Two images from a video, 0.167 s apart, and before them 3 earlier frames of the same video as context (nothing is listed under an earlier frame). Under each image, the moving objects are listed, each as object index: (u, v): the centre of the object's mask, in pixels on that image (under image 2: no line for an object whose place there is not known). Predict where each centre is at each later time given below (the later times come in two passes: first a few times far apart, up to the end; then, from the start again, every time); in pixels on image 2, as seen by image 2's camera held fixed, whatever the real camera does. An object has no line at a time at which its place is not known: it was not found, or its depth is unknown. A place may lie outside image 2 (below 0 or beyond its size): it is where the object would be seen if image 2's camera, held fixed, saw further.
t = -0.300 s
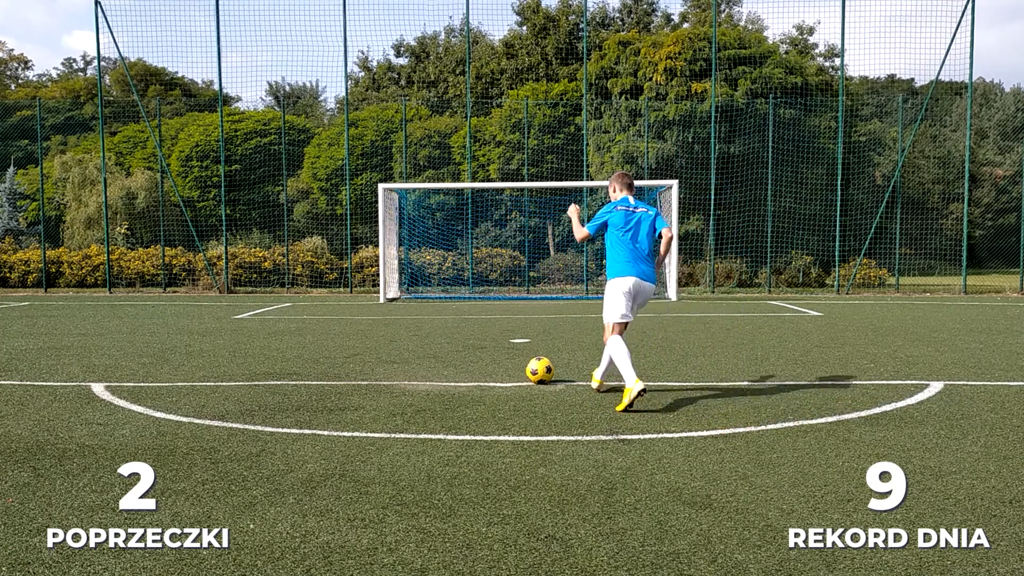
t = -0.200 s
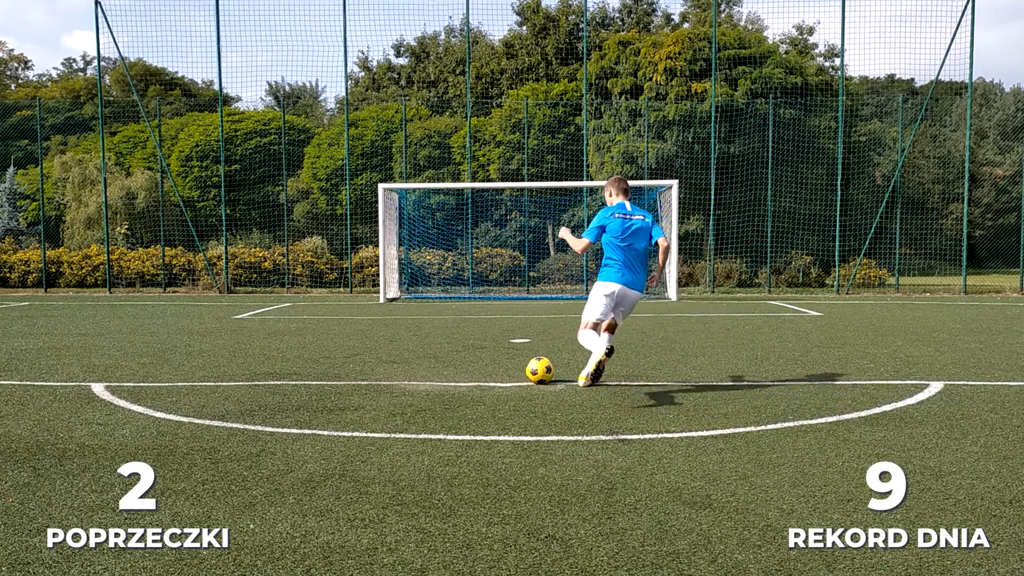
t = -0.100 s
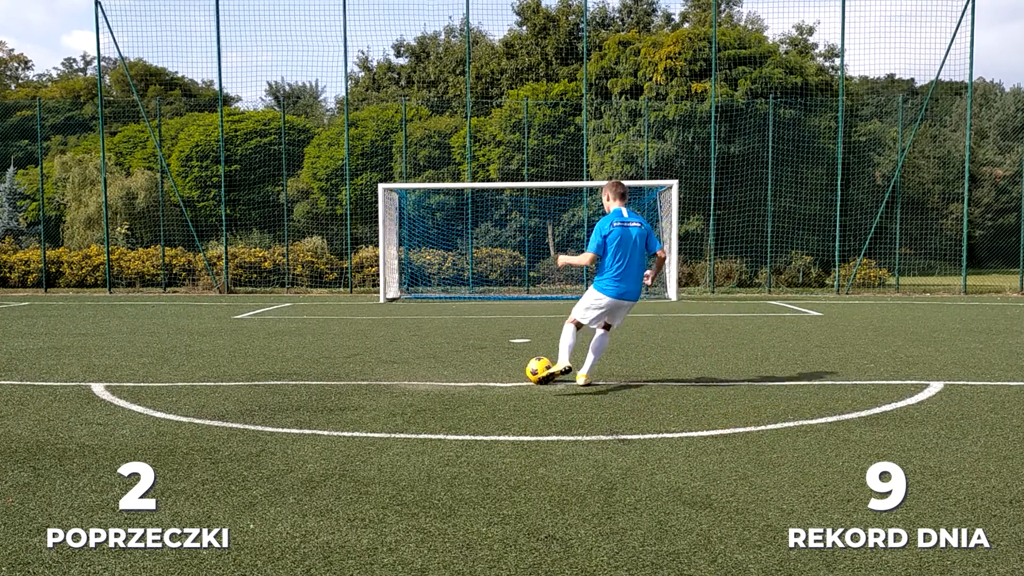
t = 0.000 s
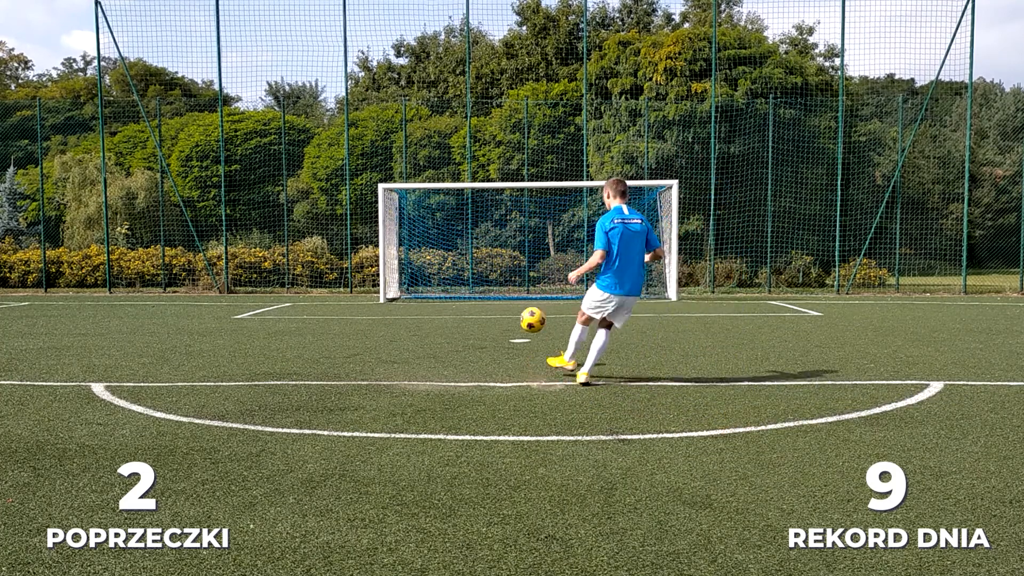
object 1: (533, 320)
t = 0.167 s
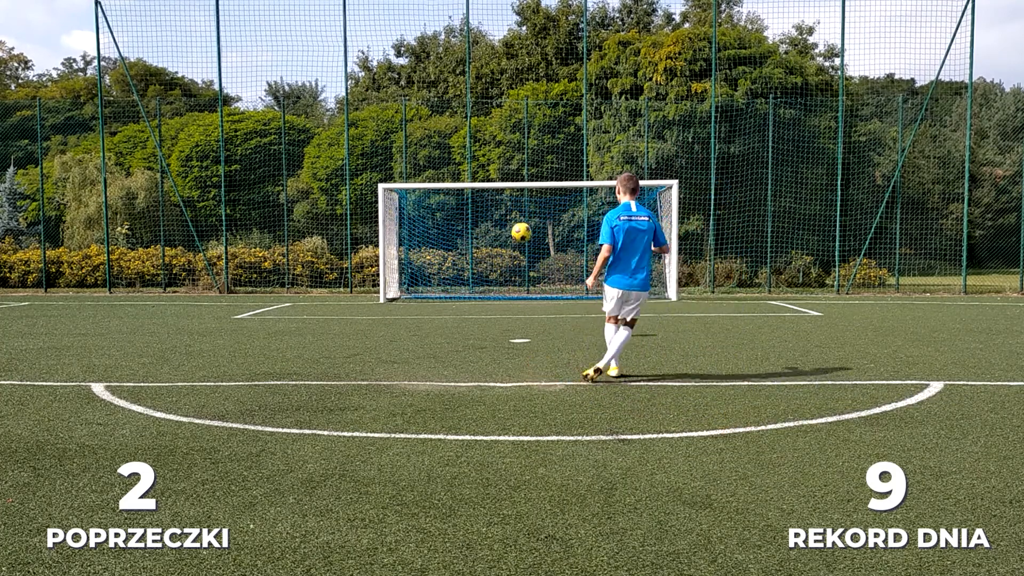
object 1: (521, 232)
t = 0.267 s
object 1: (517, 205)
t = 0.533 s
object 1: (514, 181)
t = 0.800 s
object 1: (511, 203)
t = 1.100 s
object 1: (504, 304)
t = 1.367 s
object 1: (497, 238)
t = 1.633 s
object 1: (489, 199)
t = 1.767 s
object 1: (485, 202)
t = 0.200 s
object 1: (520, 222)
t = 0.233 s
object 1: (519, 213)
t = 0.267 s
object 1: (517, 205)
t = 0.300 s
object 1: (517, 199)
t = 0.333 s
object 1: (515, 193)
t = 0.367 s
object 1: (515, 189)
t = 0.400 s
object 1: (515, 186)
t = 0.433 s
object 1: (514, 183)
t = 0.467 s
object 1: (514, 182)
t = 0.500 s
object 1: (514, 181)
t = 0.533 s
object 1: (514, 181)
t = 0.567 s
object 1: (514, 181)
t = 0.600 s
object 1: (514, 181)
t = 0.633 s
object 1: (514, 182)
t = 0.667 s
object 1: (514, 183)
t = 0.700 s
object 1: (513, 187)
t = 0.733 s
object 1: (513, 191)
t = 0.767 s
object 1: (512, 196)
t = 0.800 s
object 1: (511, 203)
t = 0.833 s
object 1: (511, 210)
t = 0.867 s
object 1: (510, 218)
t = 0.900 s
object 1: (509, 227)
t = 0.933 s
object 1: (509, 237)
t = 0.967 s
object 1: (508, 248)
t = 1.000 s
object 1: (507, 260)
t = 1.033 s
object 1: (506, 274)
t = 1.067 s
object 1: (505, 288)
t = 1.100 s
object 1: (504, 304)
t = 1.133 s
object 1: (503, 311)
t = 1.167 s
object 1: (502, 299)
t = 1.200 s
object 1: (502, 287)
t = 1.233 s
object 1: (501, 276)
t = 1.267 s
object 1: (500, 265)
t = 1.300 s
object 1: (499, 256)
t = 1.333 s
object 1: (498, 247)
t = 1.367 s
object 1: (497, 238)
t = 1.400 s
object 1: (496, 230)
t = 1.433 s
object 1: (495, 223)
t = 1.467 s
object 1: (494, 217)
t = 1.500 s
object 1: (493, 212)
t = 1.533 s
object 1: (493, 207)
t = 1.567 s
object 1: (492, 204)
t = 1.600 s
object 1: (490, 201)
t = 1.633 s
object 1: (489, 199)
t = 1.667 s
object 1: (488, 198)
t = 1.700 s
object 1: (487, 199)
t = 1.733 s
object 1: (486, 199)
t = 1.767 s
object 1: (485, 202)
